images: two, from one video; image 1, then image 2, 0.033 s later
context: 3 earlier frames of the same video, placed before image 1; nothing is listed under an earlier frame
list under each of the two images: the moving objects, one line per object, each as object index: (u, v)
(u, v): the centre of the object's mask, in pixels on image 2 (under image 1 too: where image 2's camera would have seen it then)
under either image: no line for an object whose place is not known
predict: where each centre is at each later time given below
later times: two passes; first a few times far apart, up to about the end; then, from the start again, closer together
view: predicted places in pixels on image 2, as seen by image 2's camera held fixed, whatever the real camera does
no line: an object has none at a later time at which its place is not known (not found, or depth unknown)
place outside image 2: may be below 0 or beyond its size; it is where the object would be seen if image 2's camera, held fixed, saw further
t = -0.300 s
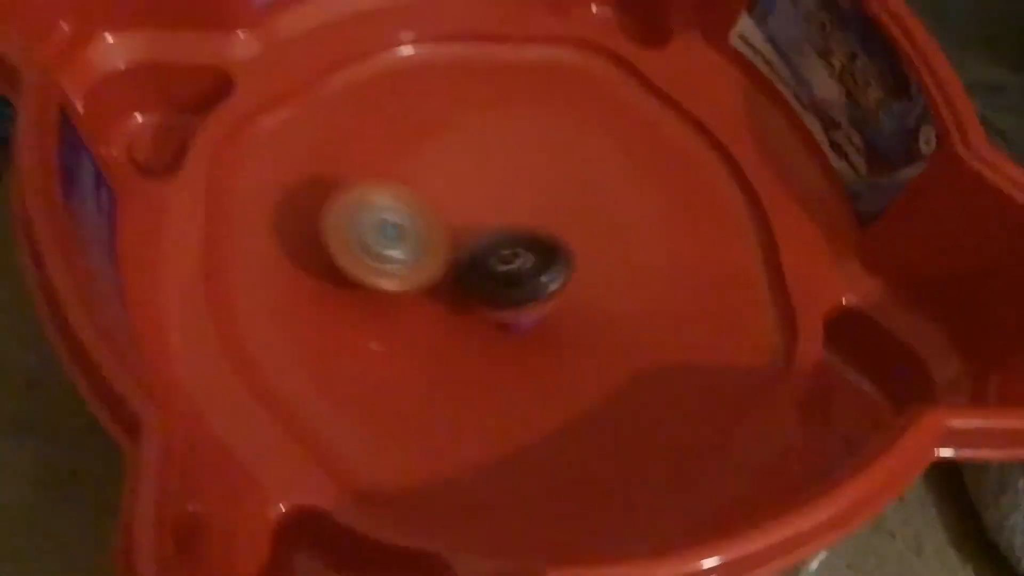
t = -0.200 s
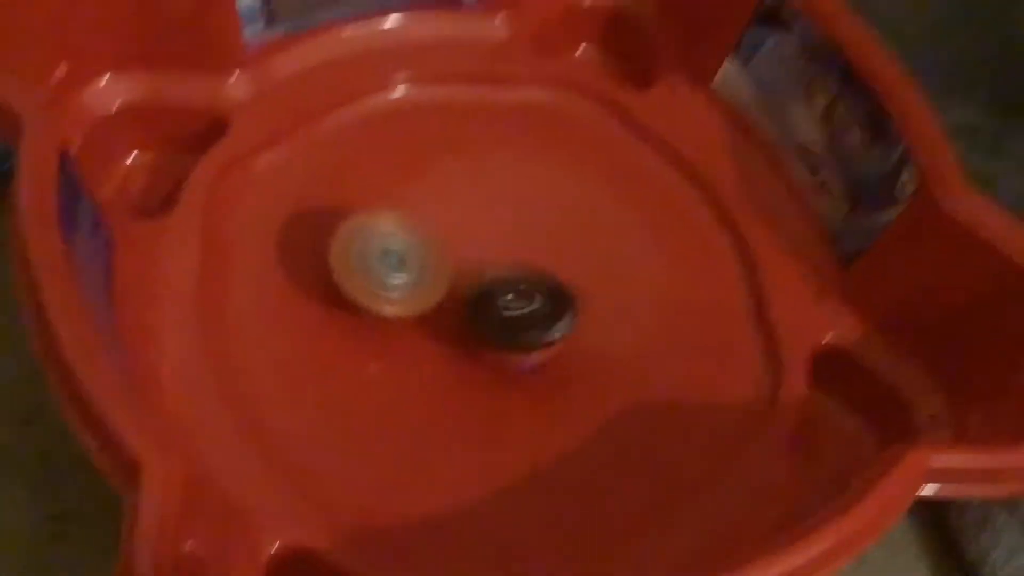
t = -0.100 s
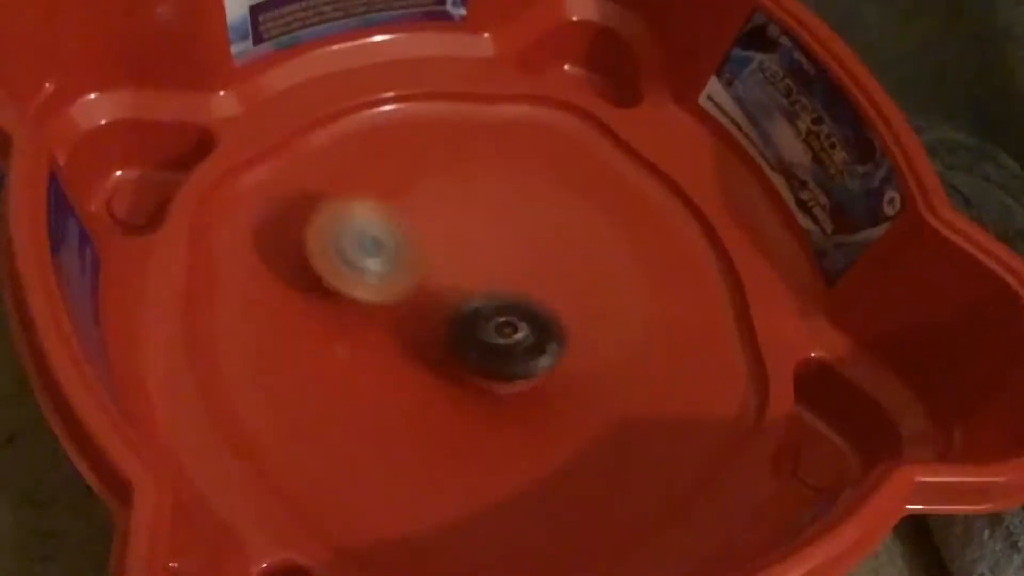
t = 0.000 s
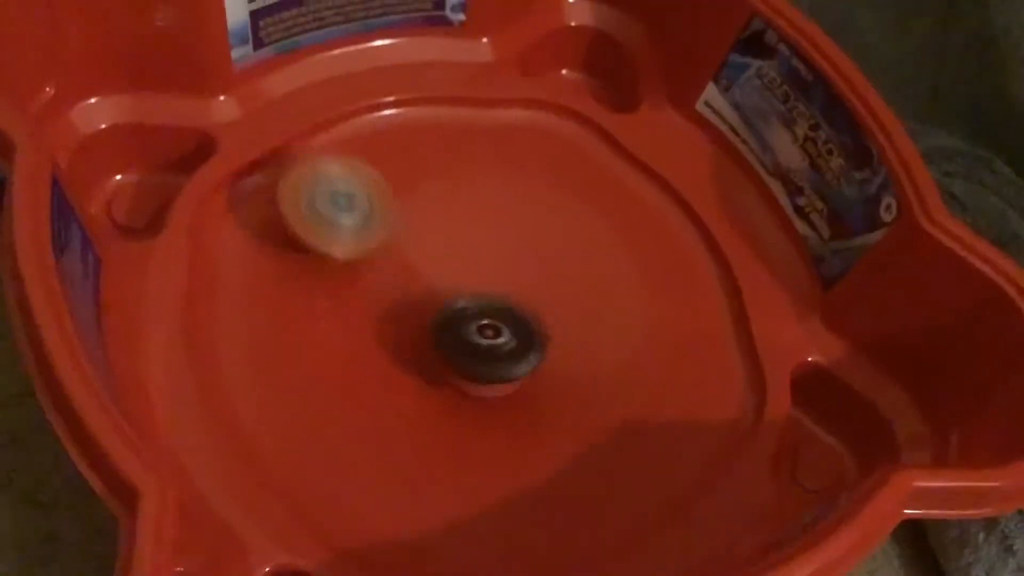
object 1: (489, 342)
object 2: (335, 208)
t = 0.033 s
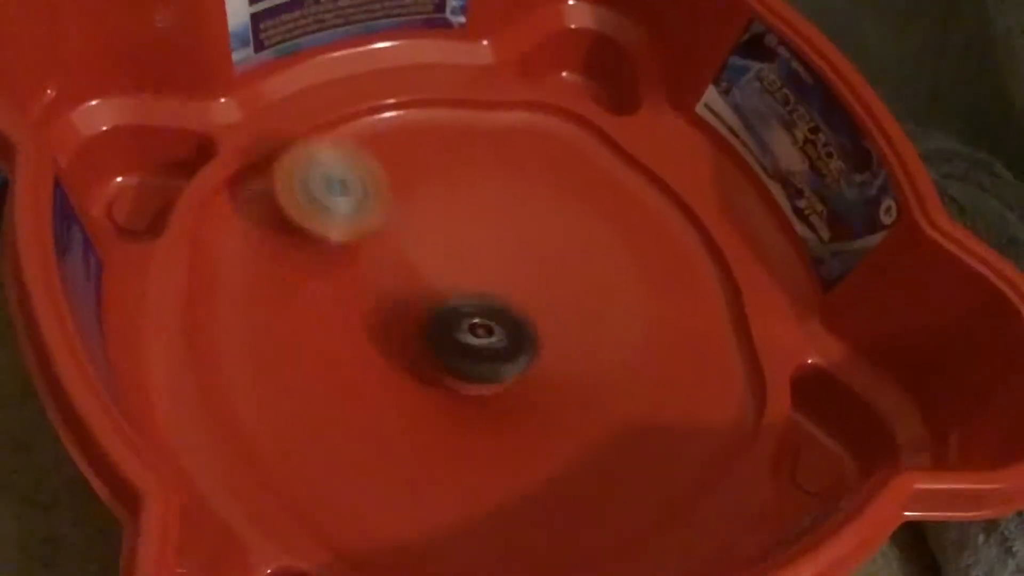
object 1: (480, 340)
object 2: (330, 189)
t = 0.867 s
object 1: (516, 278)
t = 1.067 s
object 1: (535, 301)
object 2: (601, 119)
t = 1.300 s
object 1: (504, 332)
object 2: (633, 178)
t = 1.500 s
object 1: (456, 335)
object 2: (668, 251)
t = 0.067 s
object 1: (470, 338)
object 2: (326, 170)
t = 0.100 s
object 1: (463, 332)
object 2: (322, 150)
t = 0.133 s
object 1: (457, 328)
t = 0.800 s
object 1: (501, 274)
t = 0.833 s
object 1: (510, 277)
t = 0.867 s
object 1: (516, 278)
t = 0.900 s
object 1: (521, 279)
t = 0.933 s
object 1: (528, 284)
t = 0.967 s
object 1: (532, 289)
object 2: (566, 105)
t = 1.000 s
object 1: (533, 292)
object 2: (578, 110)
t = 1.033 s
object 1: (536, 296)
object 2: (591, 115)
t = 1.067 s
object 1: (535, 301)
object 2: (601, 119)
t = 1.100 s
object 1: (535, 306)
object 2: (605, 124)
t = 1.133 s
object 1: (533, 312)
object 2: (604, 128)
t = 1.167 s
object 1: (529, 315)
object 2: (605, 133)
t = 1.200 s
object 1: (523, 319)
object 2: (610, 143)
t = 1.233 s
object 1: (517, 325)
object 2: (618, 154)
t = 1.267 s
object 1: (509, 328)
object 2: (626, 166)
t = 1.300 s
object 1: (504, 332)
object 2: (633, 178)
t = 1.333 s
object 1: (496, 334)
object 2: (640, 191)
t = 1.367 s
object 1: (488, 336)
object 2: (647, 203)
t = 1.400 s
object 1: (480, 337)
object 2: (653, 216)
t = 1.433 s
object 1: (471, 337)
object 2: (658, 228)
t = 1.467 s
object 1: (464, 336)
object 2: (664, 240)
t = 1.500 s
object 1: (456, 335)
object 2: (668, 251)
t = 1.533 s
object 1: (449, 334)
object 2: (673, 263)
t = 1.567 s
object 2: (677, 274)
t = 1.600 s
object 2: (680, 286)
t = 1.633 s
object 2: (682, 297)
